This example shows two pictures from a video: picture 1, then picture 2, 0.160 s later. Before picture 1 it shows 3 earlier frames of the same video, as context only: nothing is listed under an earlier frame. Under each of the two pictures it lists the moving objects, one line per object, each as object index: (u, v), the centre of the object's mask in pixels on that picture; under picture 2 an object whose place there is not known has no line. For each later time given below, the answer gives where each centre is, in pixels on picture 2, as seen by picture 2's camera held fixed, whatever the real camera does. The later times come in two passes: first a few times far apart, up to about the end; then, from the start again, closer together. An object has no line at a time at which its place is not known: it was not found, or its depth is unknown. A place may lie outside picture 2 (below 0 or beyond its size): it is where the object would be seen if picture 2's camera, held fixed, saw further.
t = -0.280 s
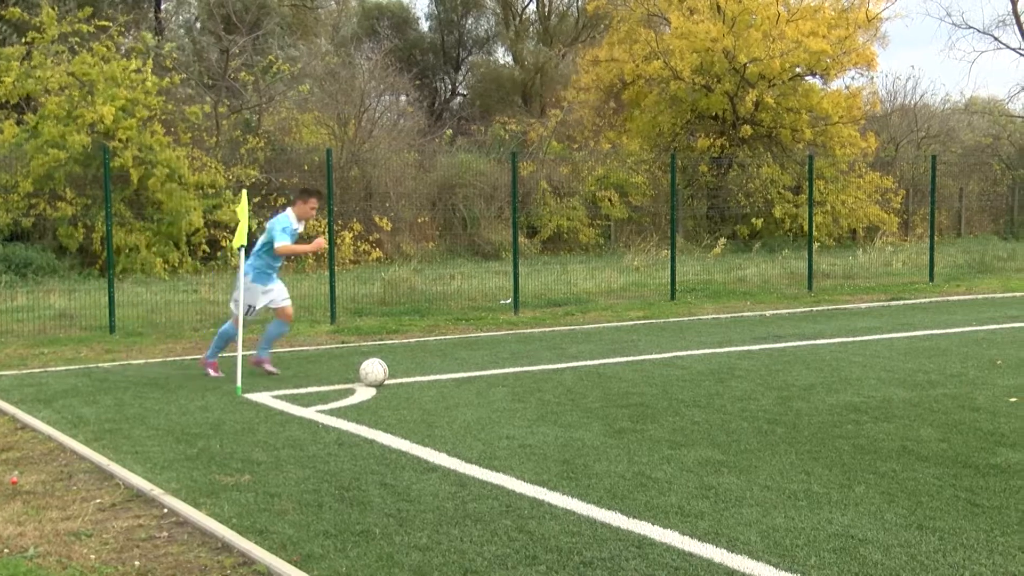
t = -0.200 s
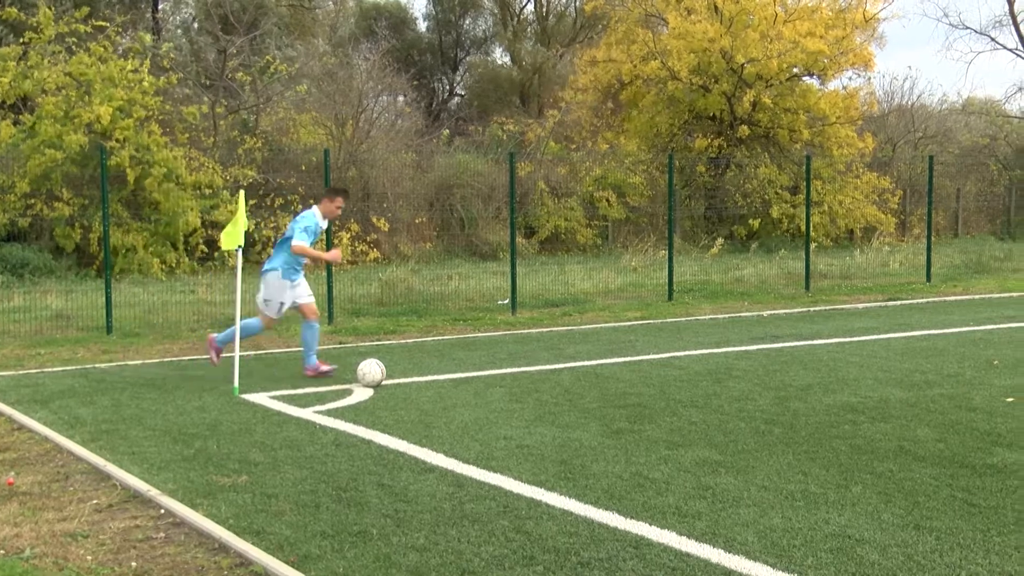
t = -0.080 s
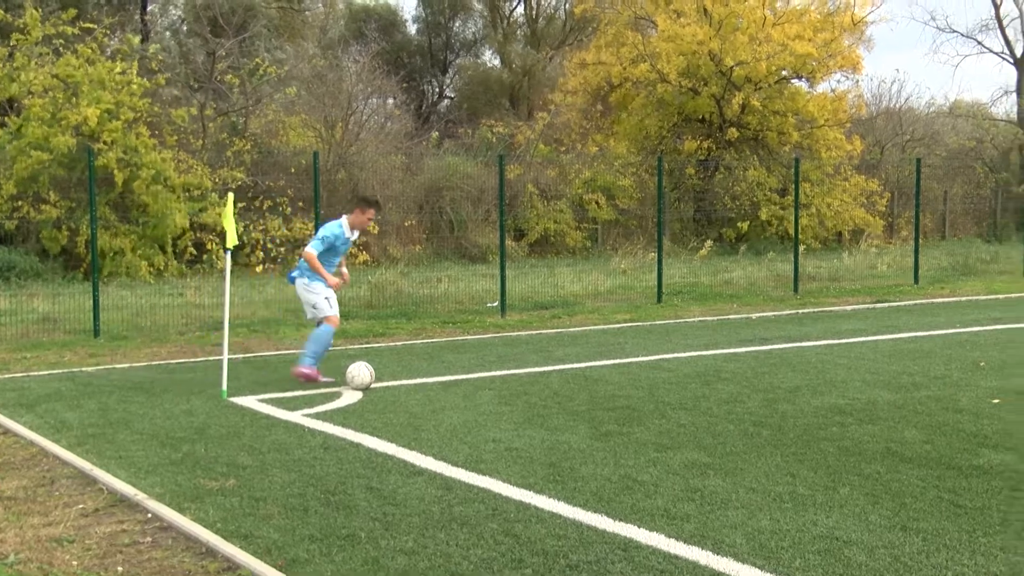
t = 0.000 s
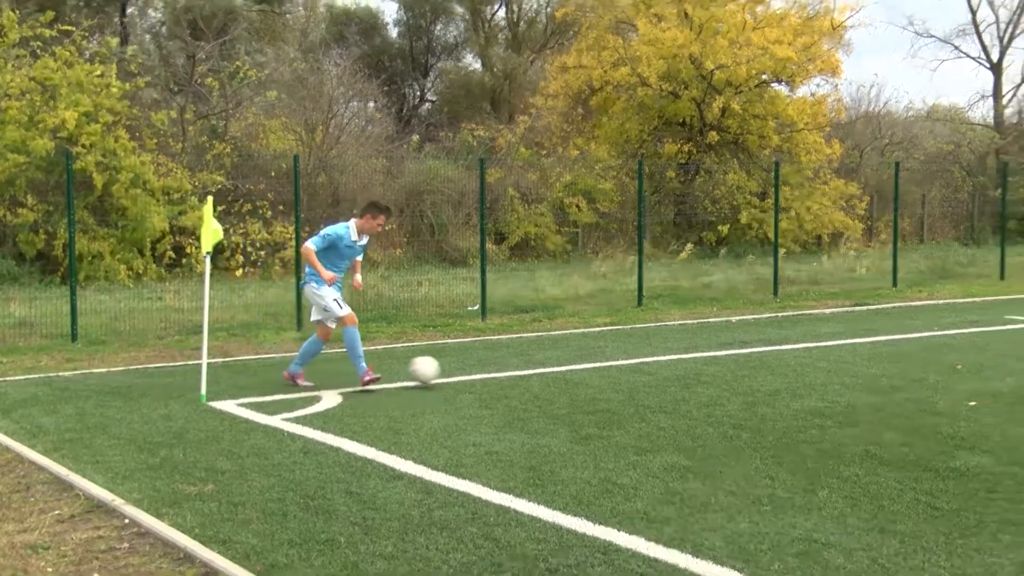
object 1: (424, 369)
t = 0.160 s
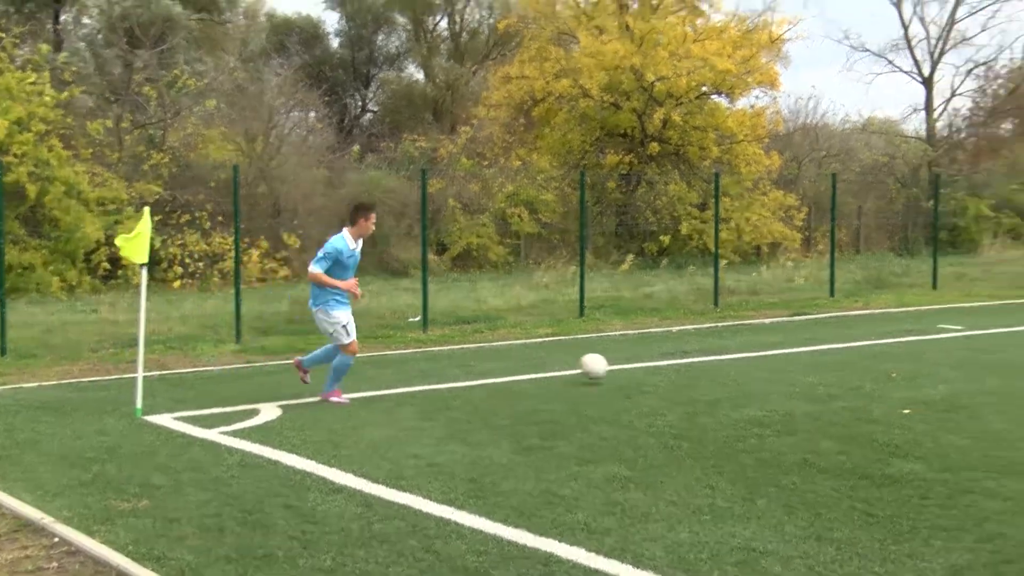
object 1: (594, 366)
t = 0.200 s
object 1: (645, 368)
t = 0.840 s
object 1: (1148, 337)
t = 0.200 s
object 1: (645, 368)
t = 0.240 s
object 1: (689, 365)
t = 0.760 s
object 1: (1099, 342)
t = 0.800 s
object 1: (1124, 338)
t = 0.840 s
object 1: (1148, 337)
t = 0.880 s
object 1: (1171, 337)
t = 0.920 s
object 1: (1195, 339)
